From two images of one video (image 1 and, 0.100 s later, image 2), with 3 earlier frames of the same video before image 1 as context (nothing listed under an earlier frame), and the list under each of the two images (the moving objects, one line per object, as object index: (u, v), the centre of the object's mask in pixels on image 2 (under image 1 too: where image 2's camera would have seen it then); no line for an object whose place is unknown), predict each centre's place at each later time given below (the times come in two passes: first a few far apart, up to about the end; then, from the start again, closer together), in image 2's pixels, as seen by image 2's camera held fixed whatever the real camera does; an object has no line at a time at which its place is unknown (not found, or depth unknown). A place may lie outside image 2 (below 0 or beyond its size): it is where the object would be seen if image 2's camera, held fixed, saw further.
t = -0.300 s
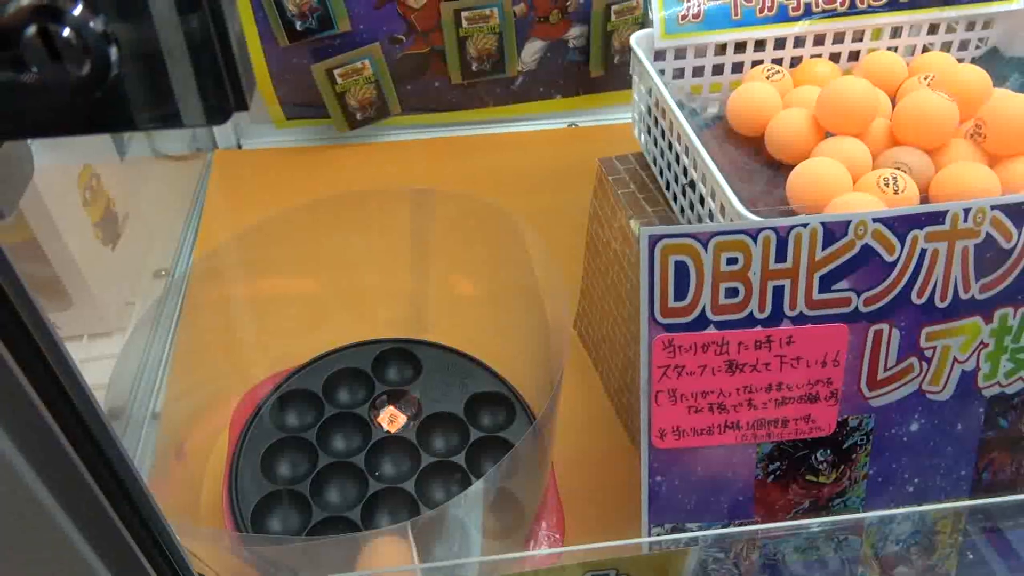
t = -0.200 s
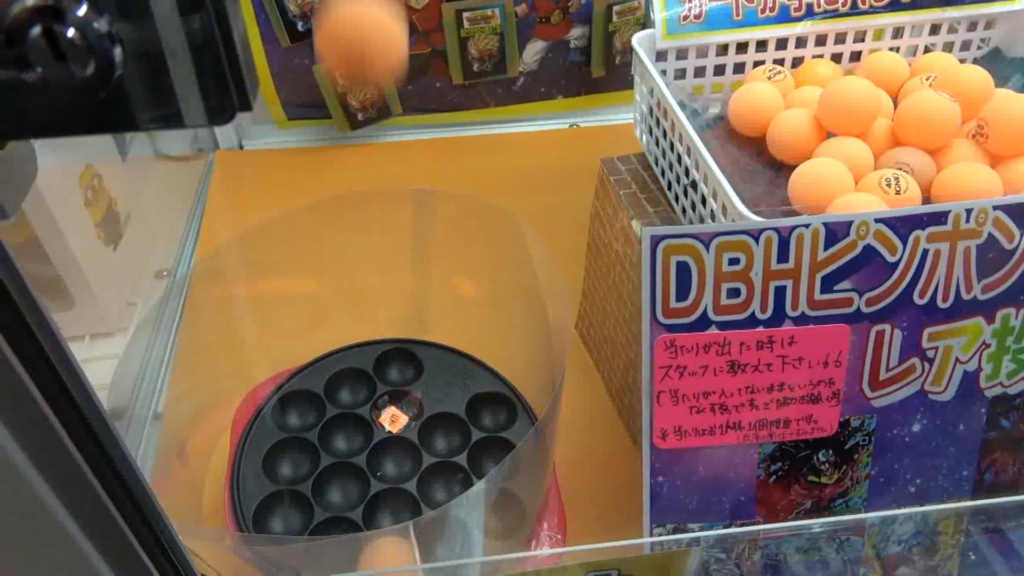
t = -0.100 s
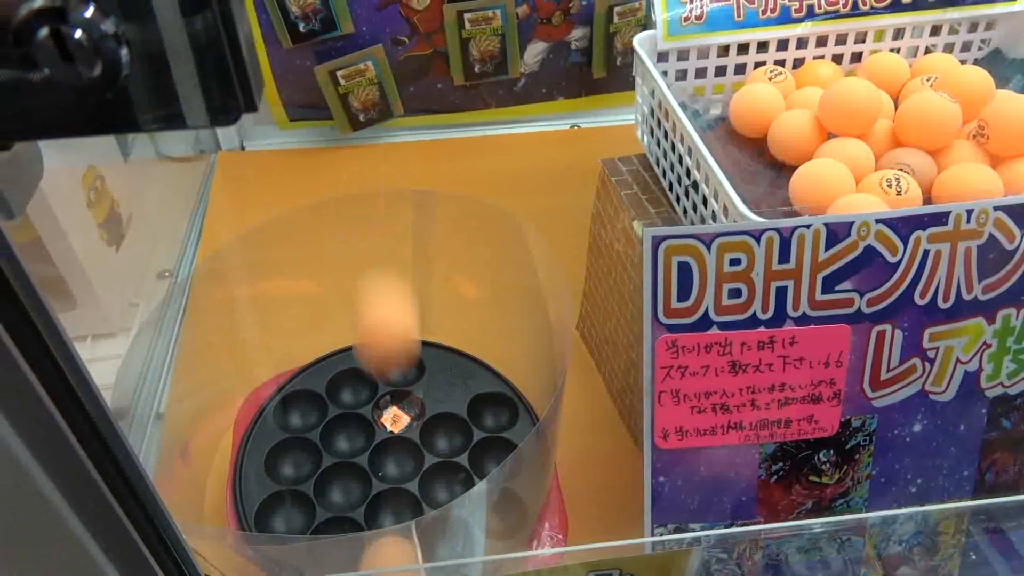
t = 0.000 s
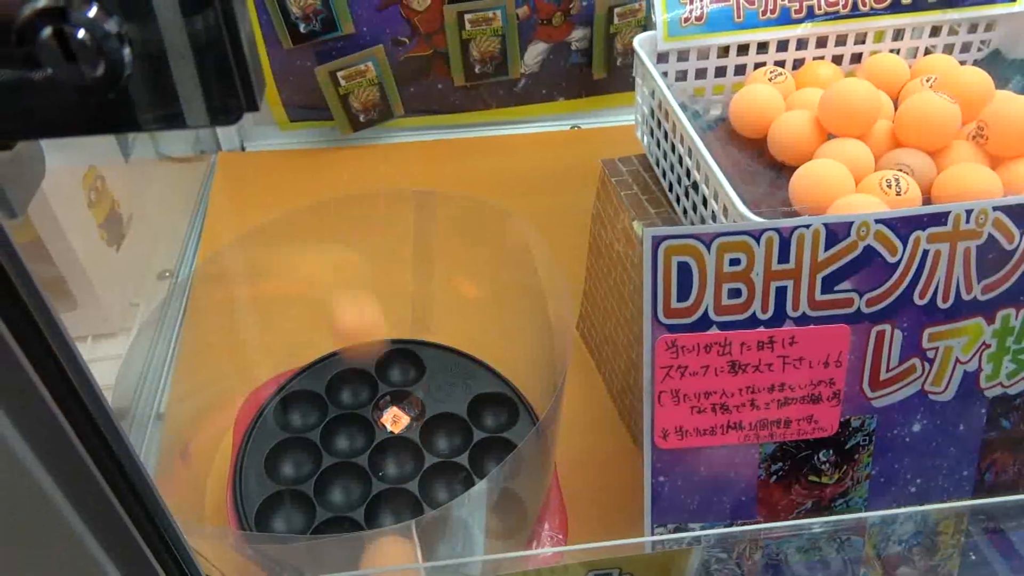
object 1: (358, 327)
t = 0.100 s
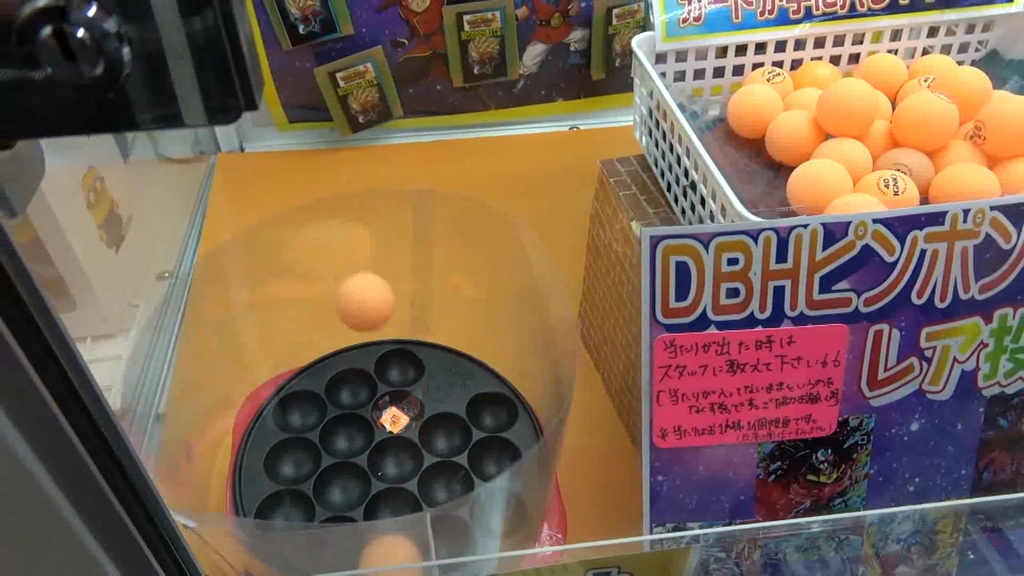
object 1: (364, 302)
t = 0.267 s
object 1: (405, 350)
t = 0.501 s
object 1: (492, 375)
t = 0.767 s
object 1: (496, 404)
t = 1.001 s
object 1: (493, 406)
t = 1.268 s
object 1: (493, 406)
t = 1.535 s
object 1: (493, 406)
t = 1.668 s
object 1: (493, 406)
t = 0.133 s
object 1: (374, 321)
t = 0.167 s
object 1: (387, 352)
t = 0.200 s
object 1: (395, 370)
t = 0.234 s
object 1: (399, 355)
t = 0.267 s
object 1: (405, 350)
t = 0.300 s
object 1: (412, 355)
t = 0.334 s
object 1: (421, 371)
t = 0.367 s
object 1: (432, 398)
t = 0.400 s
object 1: (445, 425)
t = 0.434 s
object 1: (470, 398)
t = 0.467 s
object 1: (493, 381)
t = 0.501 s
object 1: (492, 375)
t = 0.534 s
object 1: (490, 380)
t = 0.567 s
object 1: (489, 392)
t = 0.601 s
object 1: (495, 405)
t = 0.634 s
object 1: (501, 395)
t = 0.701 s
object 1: (494, 402)
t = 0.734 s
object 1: (495, 405)
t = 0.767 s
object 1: (496, 404)
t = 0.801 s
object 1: (493, 405)
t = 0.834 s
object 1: (492, 405)
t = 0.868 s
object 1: (493, 406)
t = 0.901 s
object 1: (493, 406)
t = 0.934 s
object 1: (493, 406)
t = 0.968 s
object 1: (493, 406)
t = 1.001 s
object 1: (493, 406)
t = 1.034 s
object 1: (493, 406)
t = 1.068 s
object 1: (493, 406)
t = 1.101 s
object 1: (493, 406)
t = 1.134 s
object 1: (493, 406)
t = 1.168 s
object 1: (493, 406)
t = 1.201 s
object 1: (493, 406)
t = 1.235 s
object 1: (493, 406)
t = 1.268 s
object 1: (493, 406)
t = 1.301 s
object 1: (493, 407)
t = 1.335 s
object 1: (493, 407)
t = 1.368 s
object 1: (493, 407)
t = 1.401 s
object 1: (493, 407)
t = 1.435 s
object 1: (493, 406)
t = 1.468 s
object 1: (493, 406)
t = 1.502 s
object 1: (493, 406)
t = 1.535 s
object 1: (493, 406)
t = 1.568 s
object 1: (493, 406)
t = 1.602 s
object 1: (493, 406)
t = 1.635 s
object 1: (493, 406)
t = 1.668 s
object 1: (493, 406)
